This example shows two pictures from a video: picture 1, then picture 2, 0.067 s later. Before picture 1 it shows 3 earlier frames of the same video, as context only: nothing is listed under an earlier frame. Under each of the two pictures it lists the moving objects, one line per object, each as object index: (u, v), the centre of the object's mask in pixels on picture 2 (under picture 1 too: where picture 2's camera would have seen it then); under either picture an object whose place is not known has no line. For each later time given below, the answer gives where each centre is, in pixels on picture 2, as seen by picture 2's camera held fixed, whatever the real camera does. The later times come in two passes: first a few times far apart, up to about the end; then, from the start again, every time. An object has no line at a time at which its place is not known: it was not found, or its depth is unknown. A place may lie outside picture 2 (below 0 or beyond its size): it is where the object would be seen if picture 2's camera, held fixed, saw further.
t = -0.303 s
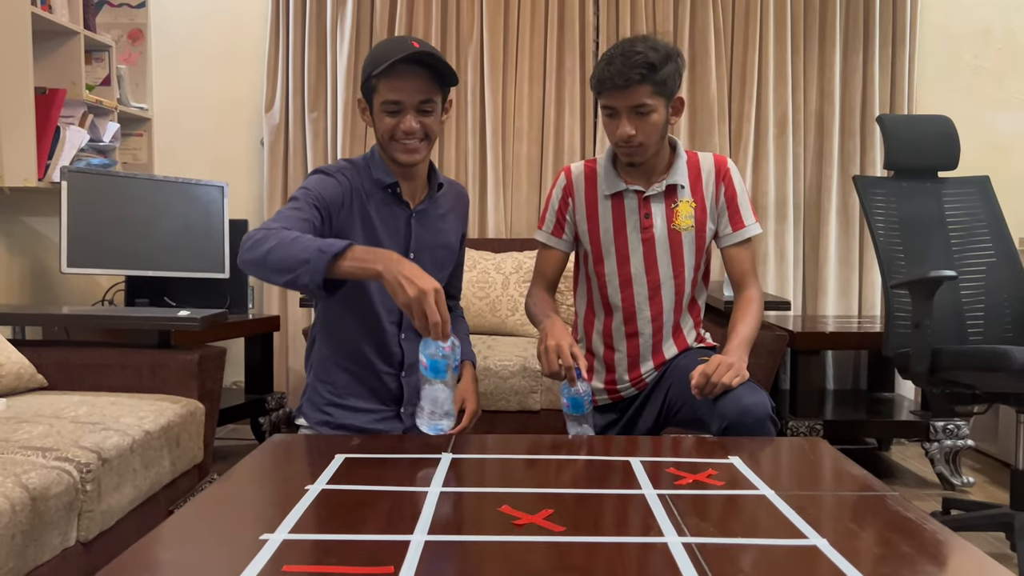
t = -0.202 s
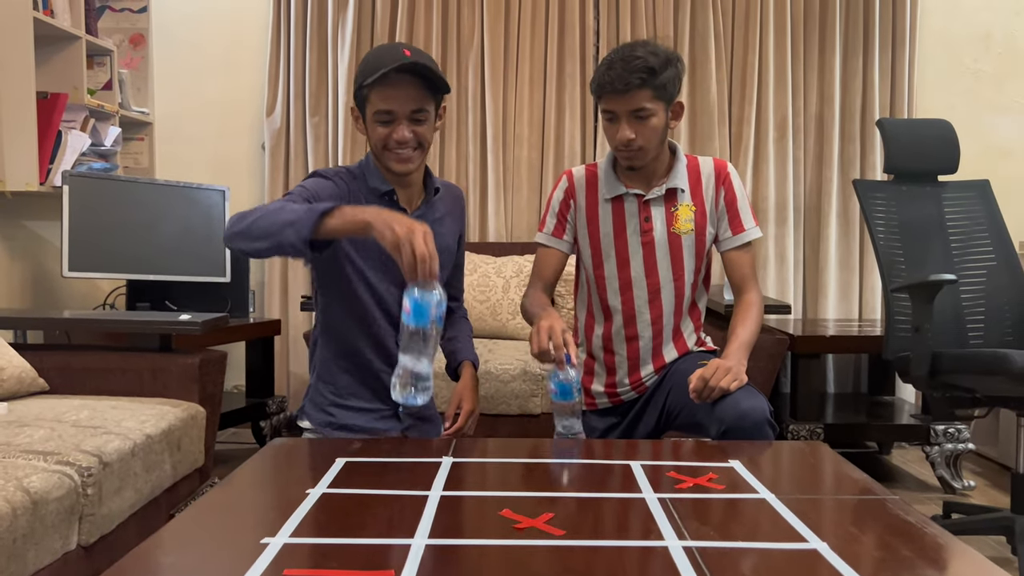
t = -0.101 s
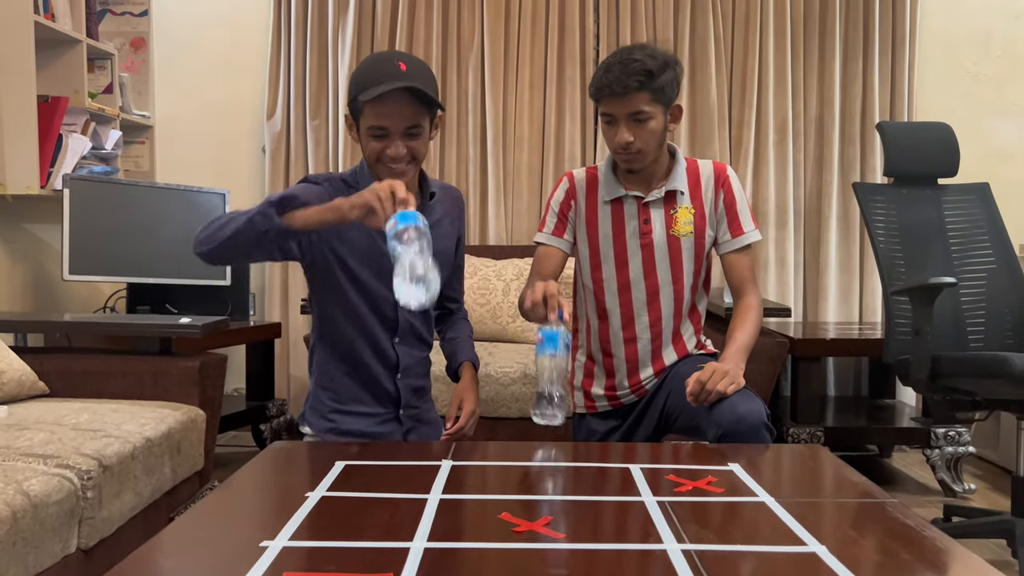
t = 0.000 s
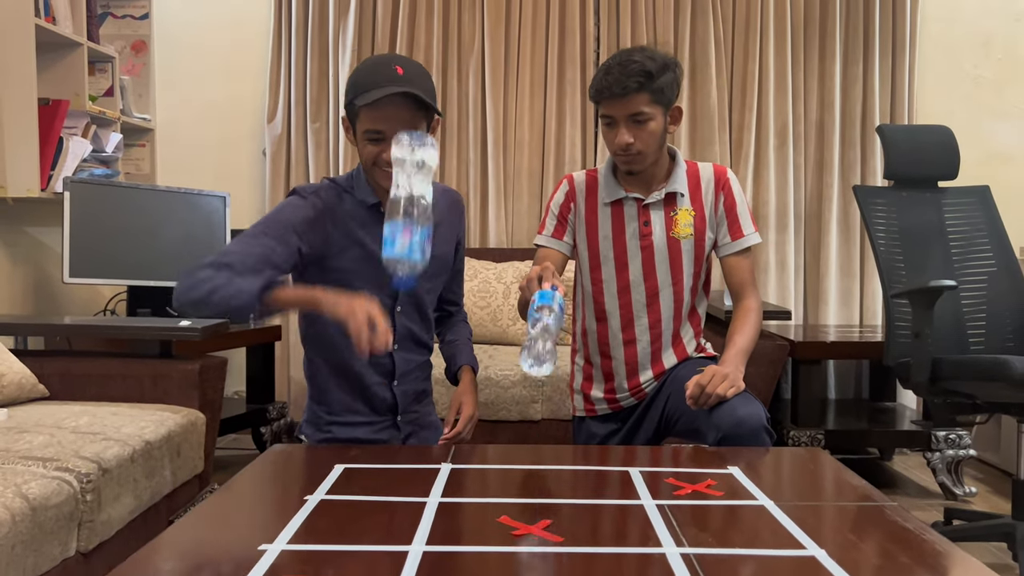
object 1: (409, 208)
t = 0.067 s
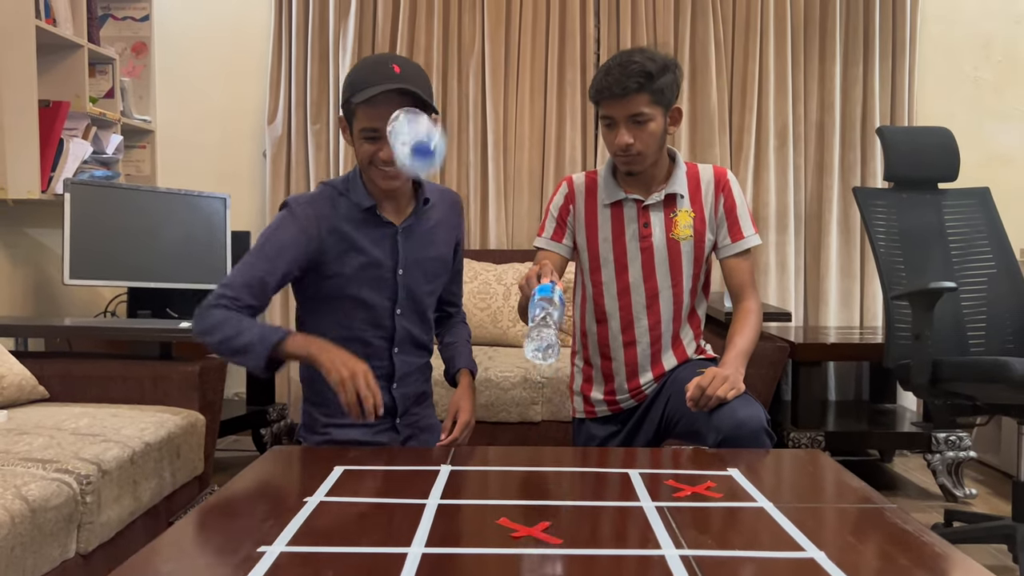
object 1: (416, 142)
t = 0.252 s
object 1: (408, 174)
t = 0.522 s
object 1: (405, 484)
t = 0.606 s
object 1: (406, 496)
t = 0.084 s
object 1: (417, 123)
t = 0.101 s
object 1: (416, 113)
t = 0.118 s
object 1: (416, 106)
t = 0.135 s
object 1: (416, 102)
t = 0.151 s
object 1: (415, 102)
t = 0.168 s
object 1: (414, 106)
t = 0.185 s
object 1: (413, 114)
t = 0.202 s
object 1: (412, 124)
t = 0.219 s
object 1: (410, 137)
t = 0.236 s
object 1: (409, 155)
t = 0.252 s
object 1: (408, 174)
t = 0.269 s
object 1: (407, 195)
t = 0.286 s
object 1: (407, 220)
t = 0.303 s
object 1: (406, 247)
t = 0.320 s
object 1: (406, 274)
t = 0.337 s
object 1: (405, 303)
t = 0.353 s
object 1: (405, 333)
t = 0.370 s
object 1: (405, 365)
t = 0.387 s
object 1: (404, 401)
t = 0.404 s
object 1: (404, 437)
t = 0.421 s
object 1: (402, 474)
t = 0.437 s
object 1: (404, 494)
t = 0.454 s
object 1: (405, 492)
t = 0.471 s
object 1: (406, 487)
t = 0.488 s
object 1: (405, 483)
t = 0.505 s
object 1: (405, 483)
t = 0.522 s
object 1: (405, 484)
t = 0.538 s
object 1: (405, 483)
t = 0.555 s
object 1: (405, 485)
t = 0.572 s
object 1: (405, 487)
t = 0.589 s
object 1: (405, 490)
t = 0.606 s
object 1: (406, 496)
